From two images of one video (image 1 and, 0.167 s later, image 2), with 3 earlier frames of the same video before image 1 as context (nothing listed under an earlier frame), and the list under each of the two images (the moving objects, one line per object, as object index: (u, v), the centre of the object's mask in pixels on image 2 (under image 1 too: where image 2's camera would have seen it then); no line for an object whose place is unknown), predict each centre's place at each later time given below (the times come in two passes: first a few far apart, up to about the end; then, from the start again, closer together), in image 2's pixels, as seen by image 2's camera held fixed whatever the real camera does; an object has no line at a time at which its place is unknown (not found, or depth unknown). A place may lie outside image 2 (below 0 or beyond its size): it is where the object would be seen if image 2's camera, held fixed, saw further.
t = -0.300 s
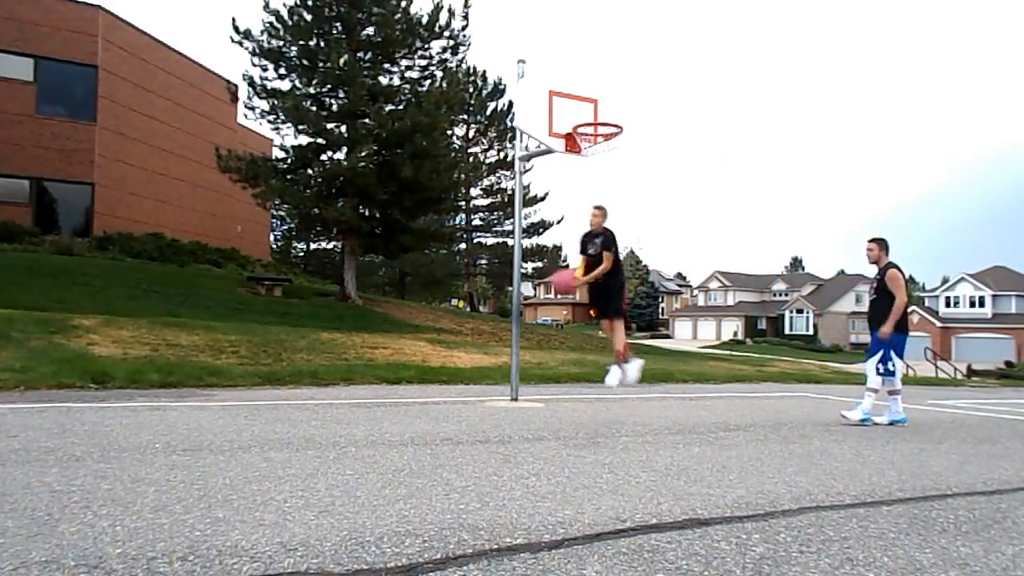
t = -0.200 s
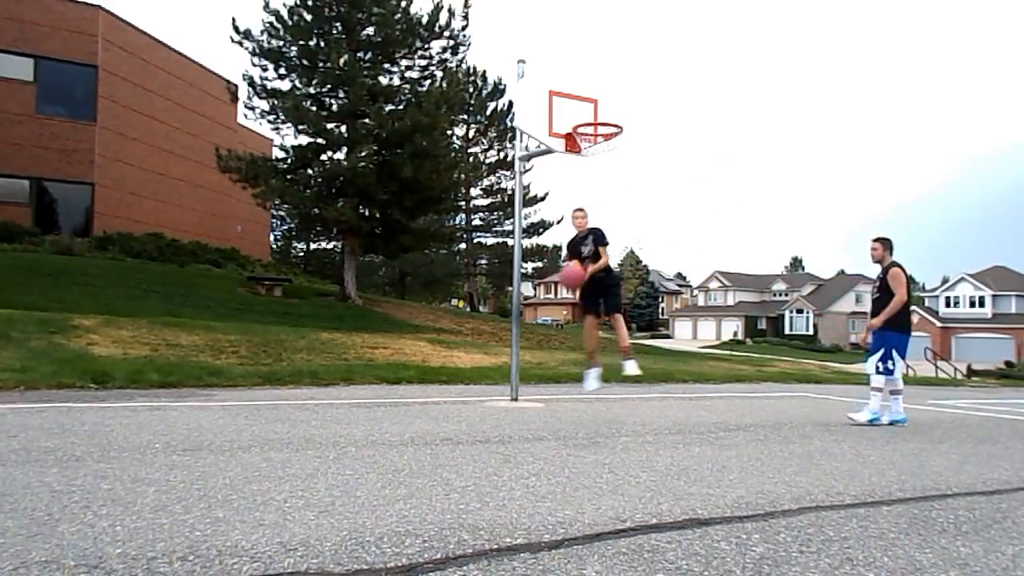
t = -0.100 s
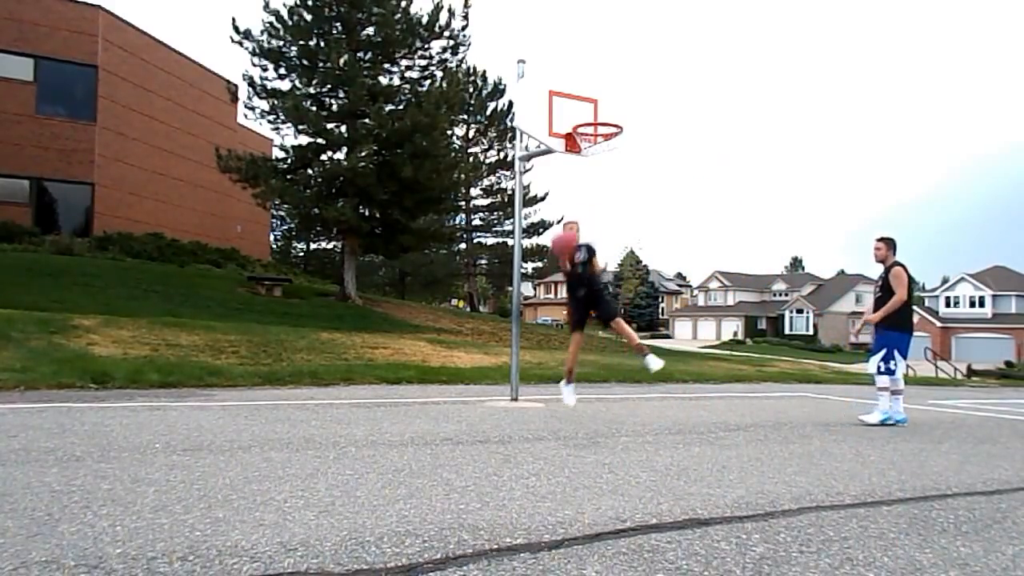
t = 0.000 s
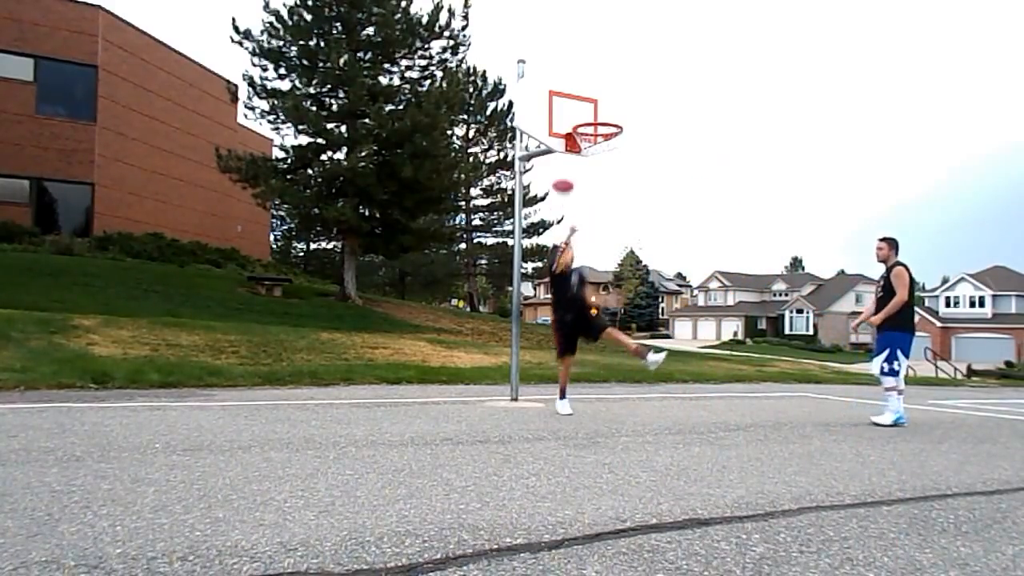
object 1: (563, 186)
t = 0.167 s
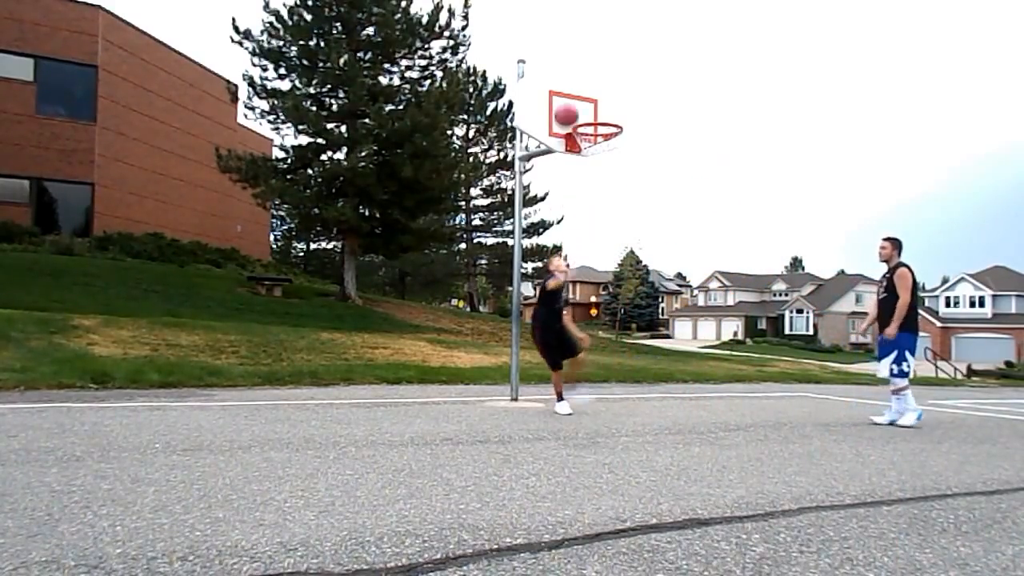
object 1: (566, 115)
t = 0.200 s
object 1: (567, 107)
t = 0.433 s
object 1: (570, 73)
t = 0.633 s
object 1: (574, 85)
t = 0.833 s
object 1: (591, 133)
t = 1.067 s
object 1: (608, 228)
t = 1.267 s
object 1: (620, 348)
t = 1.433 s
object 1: (626, 357)
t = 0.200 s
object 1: (567, 107)
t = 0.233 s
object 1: (567, 98)
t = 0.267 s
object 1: (568, 90)
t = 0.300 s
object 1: (568, 85)
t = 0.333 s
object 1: (569, 79)
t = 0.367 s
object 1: (569, 76)
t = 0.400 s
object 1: (569, 74)
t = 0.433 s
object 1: (570, 73)
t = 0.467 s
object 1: (570, 73)
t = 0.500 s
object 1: (570, 73)
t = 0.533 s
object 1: (570, 75)
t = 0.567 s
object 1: (570, 78)
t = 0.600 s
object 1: (571, 82)
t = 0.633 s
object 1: (574, 85)
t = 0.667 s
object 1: (577, 91)
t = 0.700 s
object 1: (580, 96)
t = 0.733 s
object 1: (583, 104)
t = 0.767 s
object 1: (586, 112)
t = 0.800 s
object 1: (588, 119)
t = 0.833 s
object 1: (591, 133)
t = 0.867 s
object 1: (595, 141)
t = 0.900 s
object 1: (597, 154)
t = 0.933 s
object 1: (600, 169)
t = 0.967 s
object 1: (602, 182)
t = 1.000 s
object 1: (604, 197)
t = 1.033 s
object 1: (606, 211)
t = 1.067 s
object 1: (608, 228)
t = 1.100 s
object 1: (610, 244)
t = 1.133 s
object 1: (614, 263)
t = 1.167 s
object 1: (614, 282)
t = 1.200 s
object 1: (616, 304)
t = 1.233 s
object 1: (617, 322)
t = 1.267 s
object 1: (620, 348)
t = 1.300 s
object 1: (622, 372)
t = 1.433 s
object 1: (626, 357)
